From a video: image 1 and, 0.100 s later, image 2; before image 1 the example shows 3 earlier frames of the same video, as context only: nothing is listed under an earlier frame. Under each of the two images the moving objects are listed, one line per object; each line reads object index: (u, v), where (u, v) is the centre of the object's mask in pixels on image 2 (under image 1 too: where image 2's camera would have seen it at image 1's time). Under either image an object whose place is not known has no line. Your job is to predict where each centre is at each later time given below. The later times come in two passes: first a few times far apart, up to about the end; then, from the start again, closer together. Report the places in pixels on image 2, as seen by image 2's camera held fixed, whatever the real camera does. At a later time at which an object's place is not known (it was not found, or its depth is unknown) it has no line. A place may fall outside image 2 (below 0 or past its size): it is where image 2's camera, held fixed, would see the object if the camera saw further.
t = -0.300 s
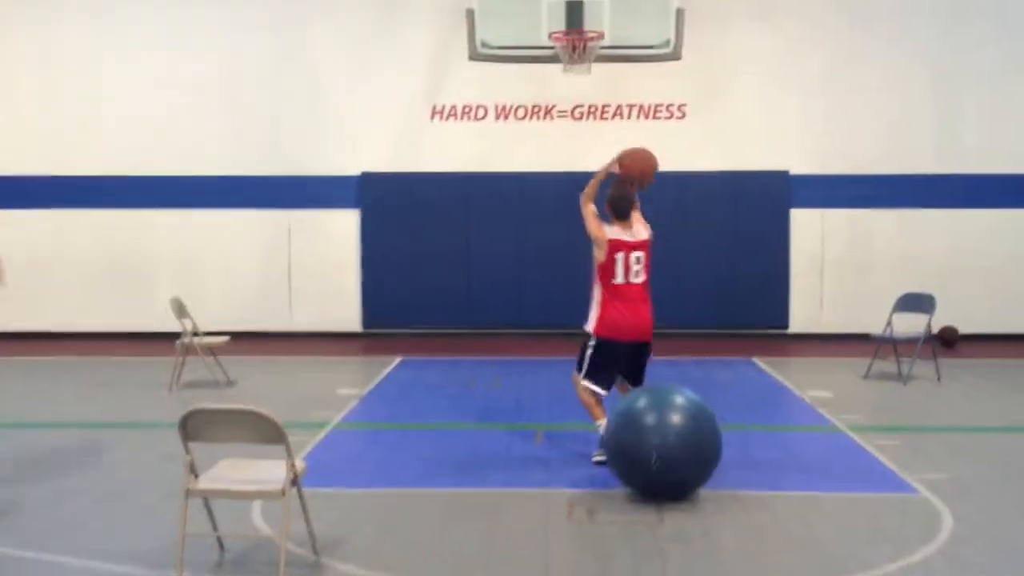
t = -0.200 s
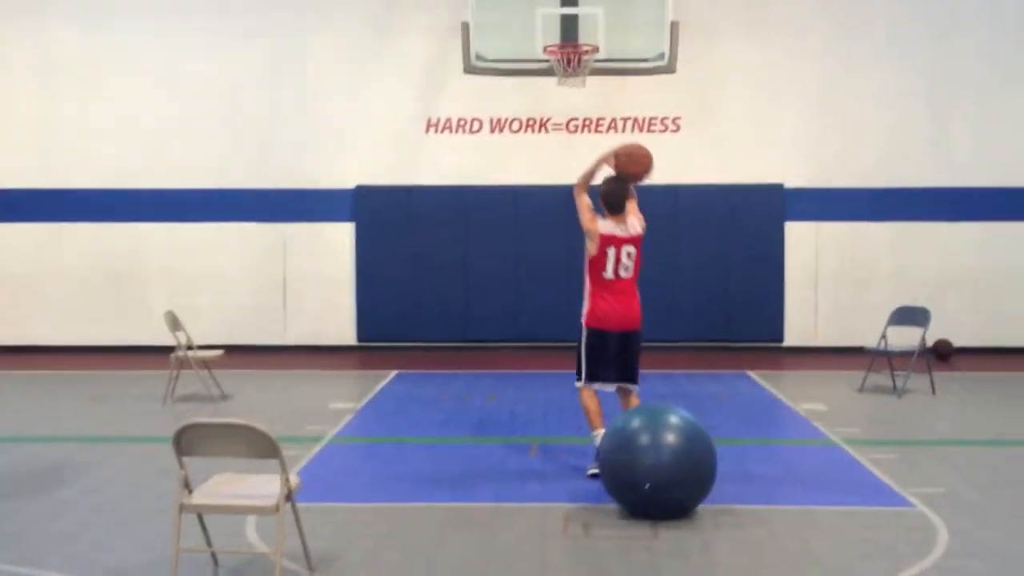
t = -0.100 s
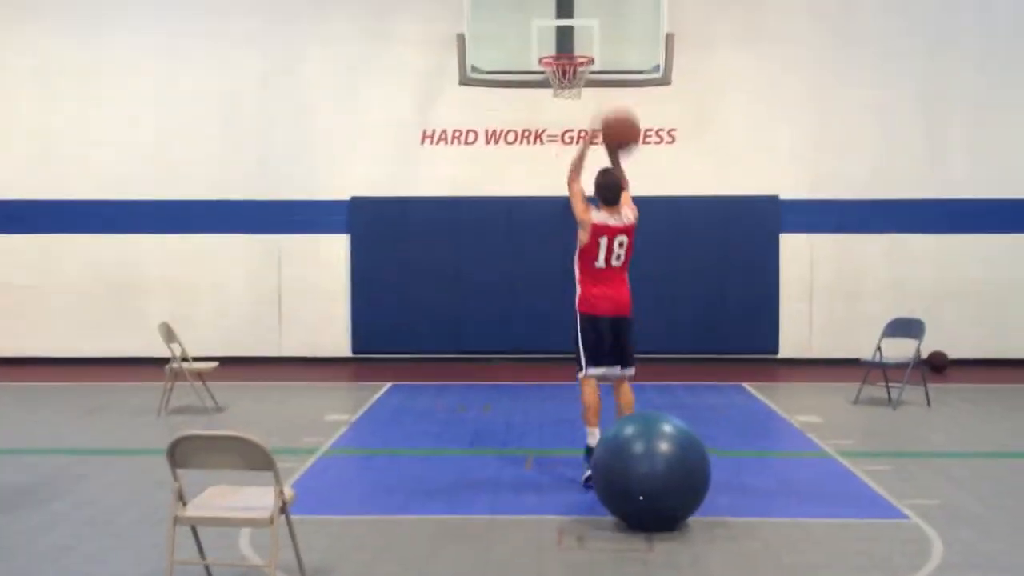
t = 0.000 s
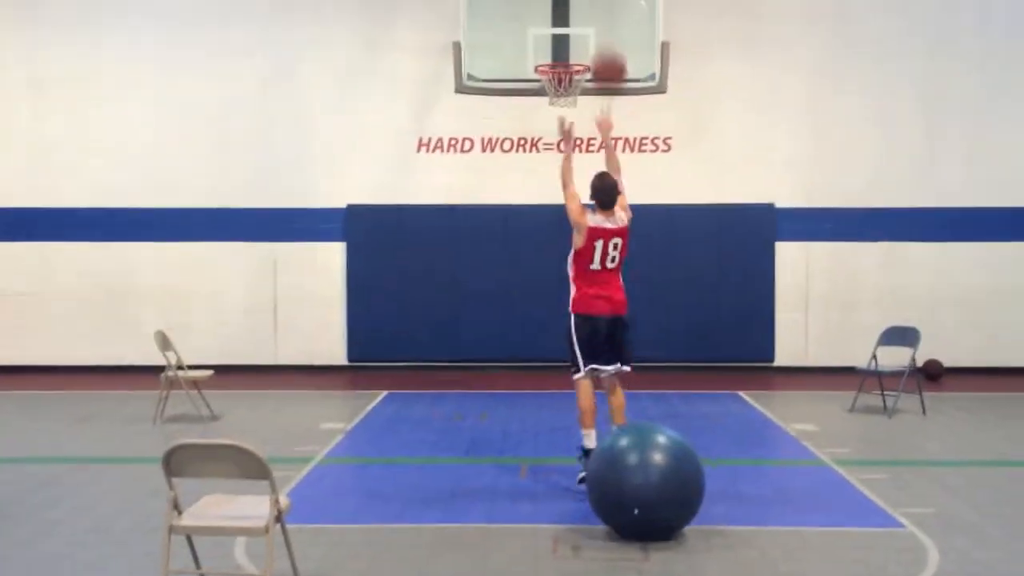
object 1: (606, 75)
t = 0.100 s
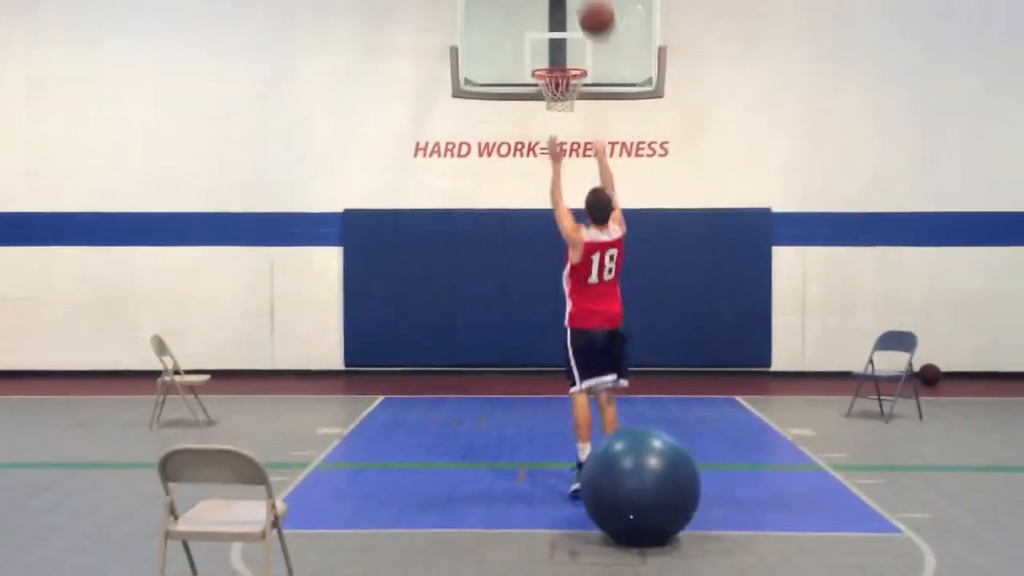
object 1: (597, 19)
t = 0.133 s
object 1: (594, 10)
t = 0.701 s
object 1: (560, 20)
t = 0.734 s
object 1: (559, 31)
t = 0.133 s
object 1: (594, 10)
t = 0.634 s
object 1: (564, 1)
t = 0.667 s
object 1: (562, 8)
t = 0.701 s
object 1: (560, 20)
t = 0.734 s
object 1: (559, 31)
